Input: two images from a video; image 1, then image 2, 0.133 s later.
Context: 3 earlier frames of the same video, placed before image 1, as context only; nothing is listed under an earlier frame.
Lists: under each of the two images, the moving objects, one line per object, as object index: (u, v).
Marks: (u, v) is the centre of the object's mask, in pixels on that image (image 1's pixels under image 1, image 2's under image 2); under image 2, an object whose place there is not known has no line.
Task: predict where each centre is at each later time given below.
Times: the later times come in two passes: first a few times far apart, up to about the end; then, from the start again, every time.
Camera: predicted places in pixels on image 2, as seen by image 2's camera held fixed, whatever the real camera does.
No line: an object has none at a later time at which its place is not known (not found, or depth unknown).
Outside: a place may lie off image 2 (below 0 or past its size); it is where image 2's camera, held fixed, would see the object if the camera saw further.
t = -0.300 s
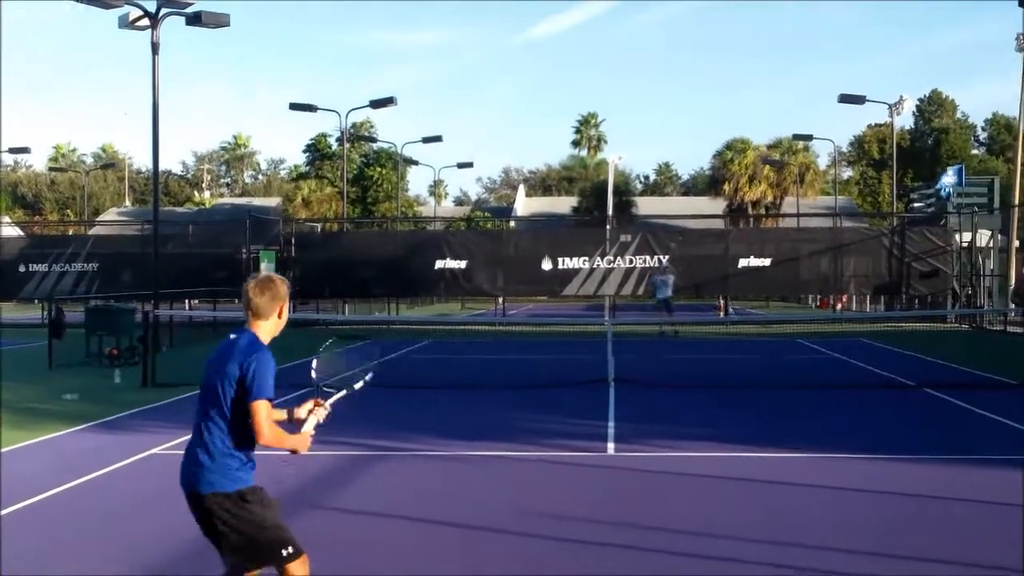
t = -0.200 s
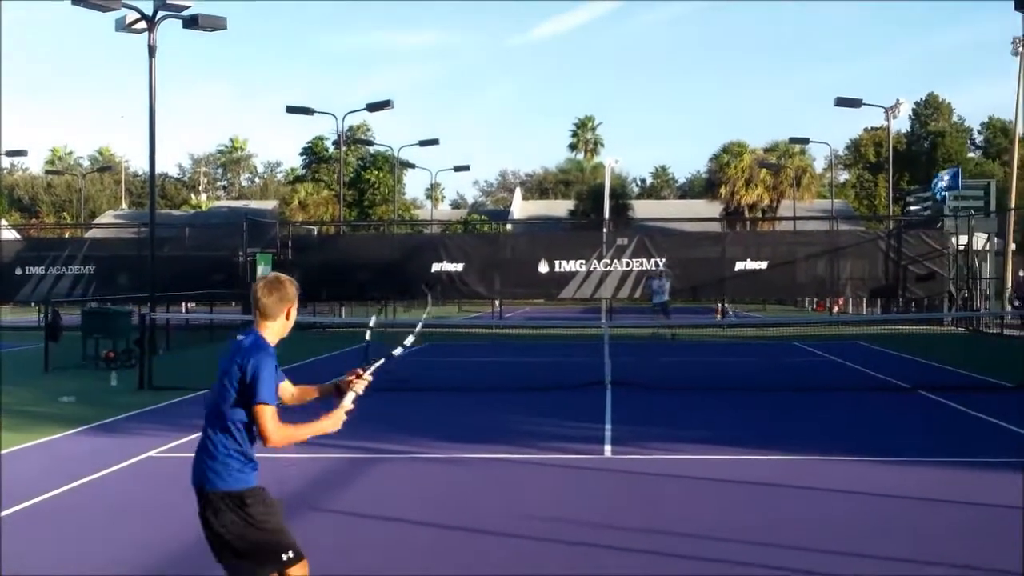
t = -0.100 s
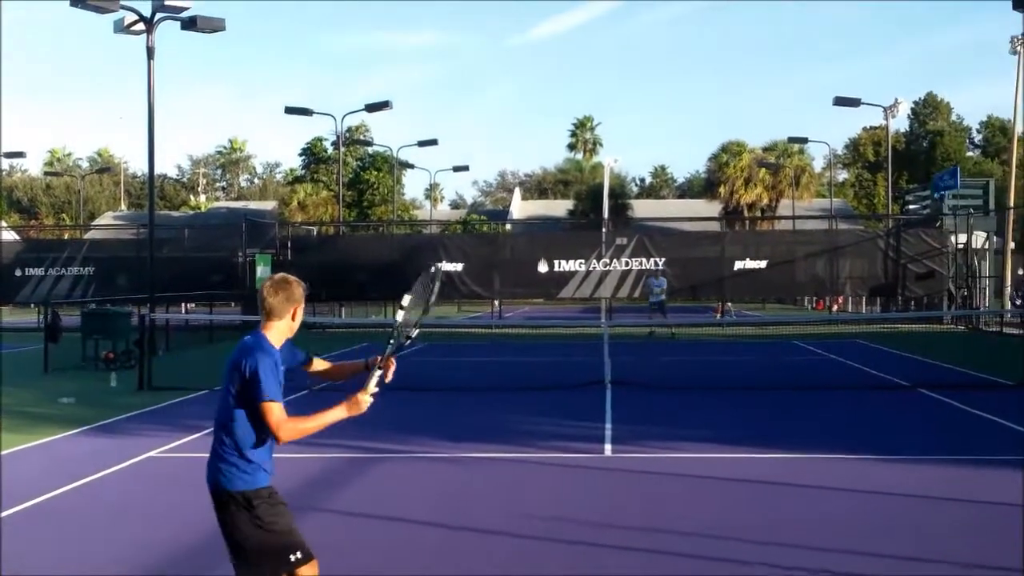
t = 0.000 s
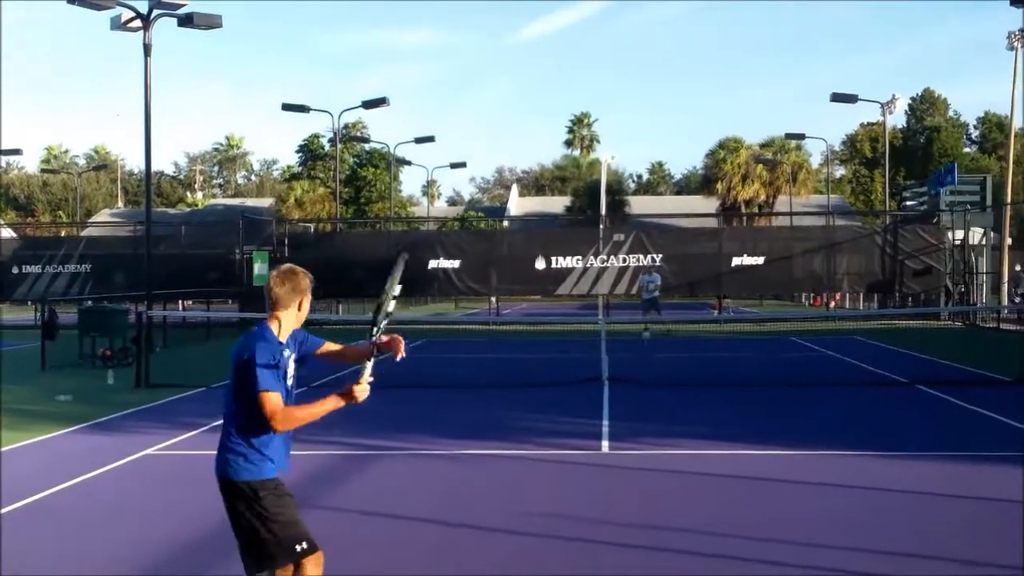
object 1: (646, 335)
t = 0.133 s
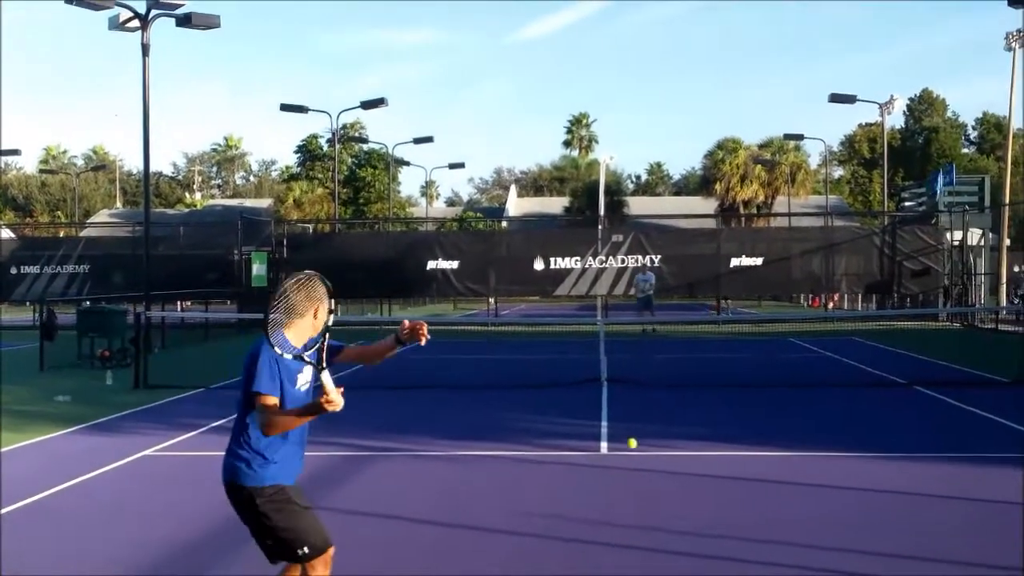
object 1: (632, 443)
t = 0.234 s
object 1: (619, 447)
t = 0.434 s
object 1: (585, 377)
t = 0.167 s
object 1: (627, 479)
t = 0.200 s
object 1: (624, 462)
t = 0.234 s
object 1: (619, 447)
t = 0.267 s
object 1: (613, 433)
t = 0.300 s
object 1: (609, 419)
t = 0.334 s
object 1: (603, 407)
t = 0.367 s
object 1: (597, 396)
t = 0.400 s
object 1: (591, 386)
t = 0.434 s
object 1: (585, 377)
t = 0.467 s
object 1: (577, 371)
